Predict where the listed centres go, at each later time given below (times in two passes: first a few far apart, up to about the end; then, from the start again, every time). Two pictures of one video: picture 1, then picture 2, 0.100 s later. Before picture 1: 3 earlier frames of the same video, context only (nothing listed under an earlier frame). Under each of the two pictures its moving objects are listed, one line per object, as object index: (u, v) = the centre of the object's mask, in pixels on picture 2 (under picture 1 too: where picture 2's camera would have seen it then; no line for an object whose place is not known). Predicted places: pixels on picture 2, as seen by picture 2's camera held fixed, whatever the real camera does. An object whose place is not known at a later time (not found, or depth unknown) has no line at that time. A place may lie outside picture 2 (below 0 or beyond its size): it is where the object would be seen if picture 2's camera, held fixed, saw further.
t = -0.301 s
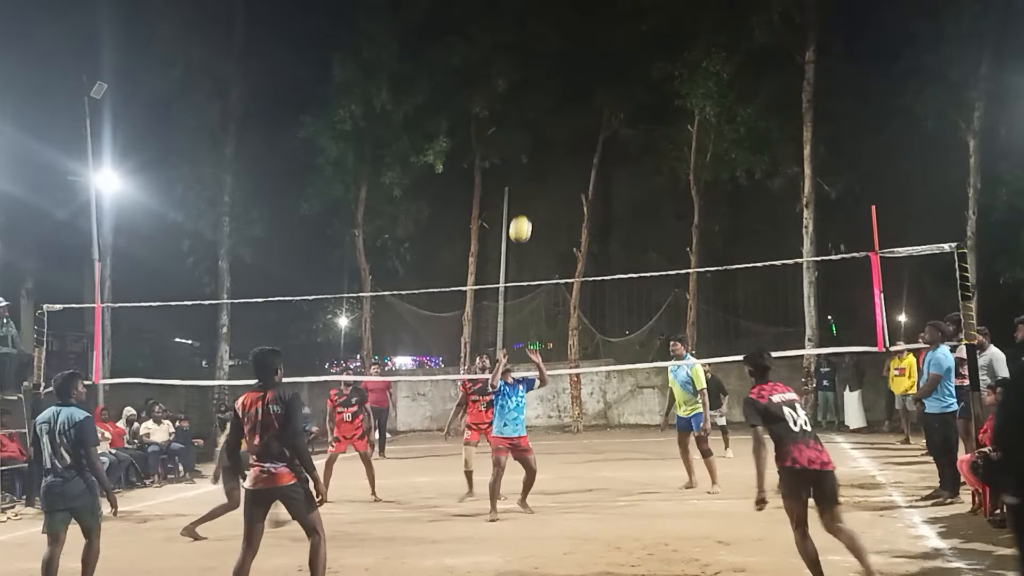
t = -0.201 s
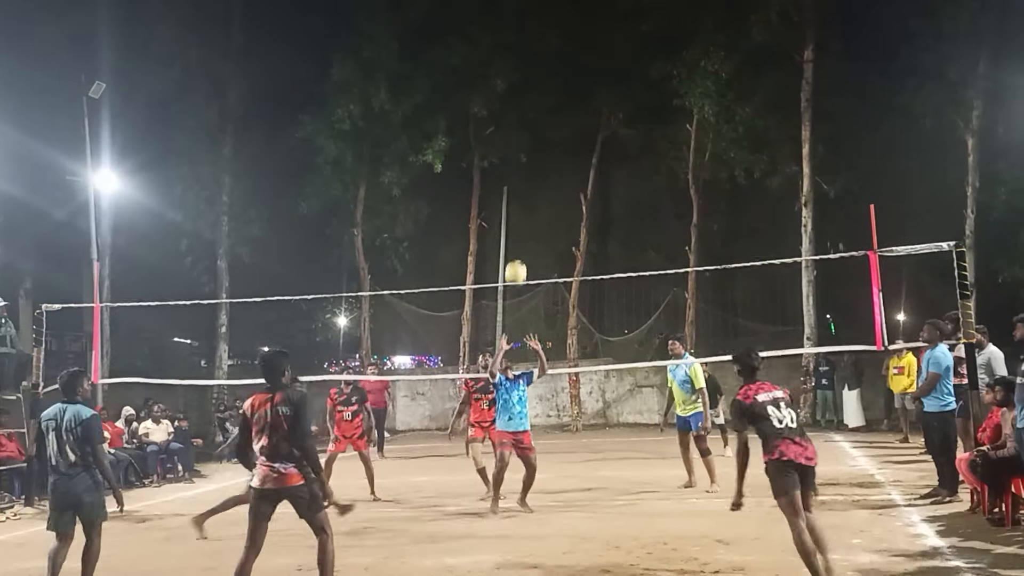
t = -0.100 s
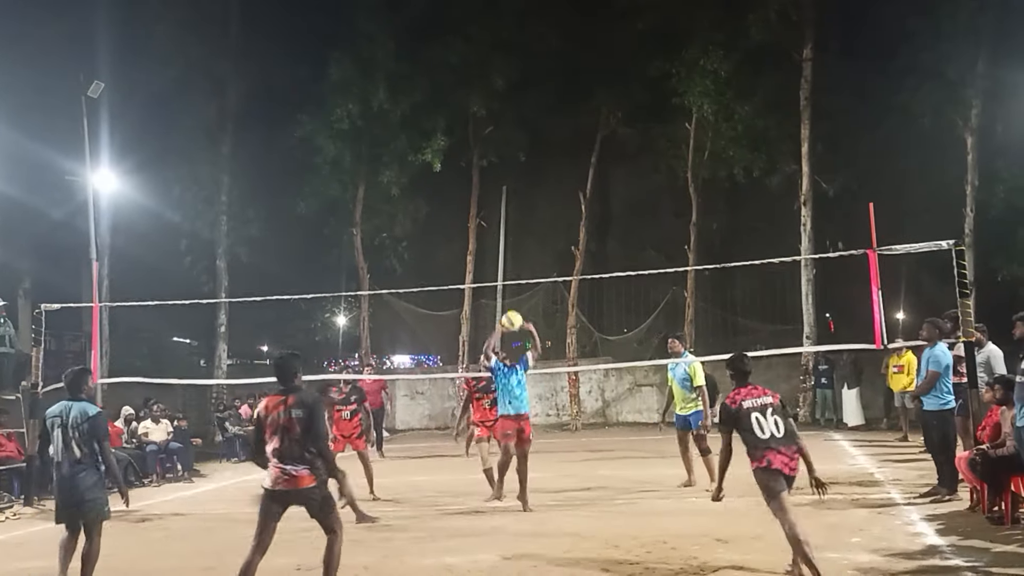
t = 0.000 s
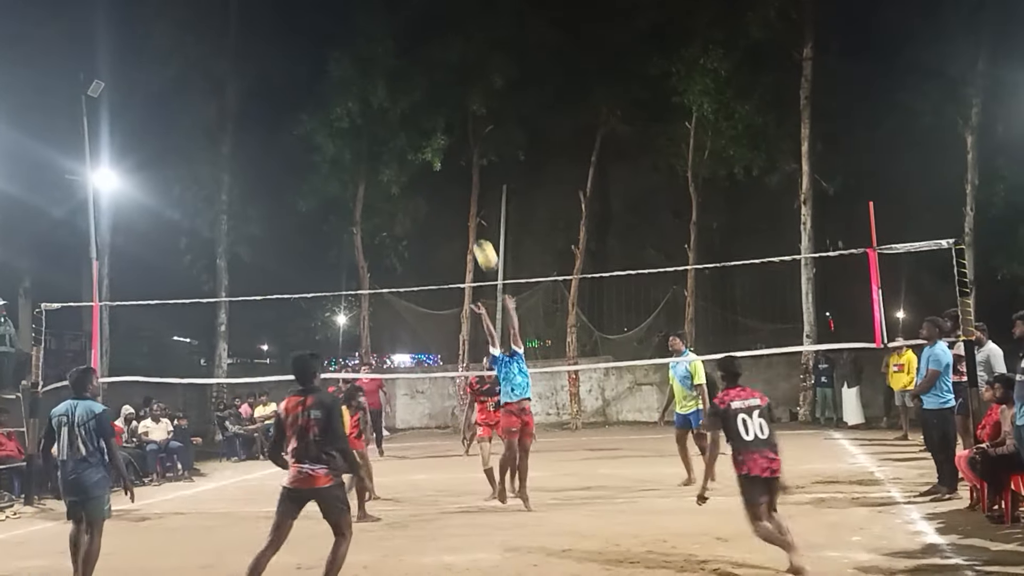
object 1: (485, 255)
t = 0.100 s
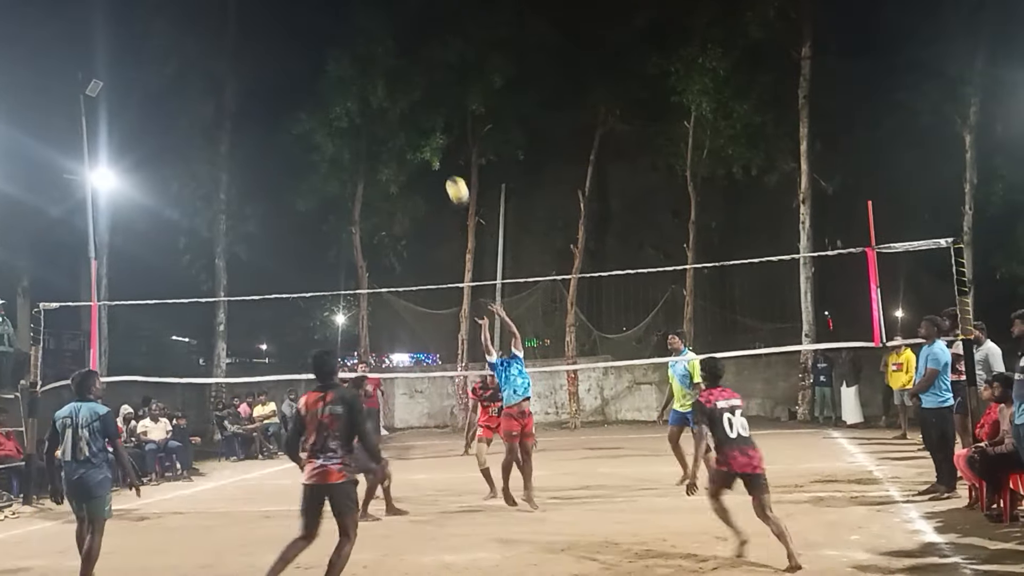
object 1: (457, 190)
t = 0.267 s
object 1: (416, 113)
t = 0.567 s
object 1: (353, 48)
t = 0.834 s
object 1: (306, 57)
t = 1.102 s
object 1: (265, 121)
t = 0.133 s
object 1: (449, 173)
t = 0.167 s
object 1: (440, 156)
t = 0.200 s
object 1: (432, 141)
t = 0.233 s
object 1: (424, 127)
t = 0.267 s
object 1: (416, 113)
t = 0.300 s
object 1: (408, 102)
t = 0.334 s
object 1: (401, 91)
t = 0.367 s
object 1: (393, 81)
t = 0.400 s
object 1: (386, 74)
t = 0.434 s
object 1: (379, 66)
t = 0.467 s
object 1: (372, 60)
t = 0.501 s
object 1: (366, 55)
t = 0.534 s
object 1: (359, 51)
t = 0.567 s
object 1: (353, 48)
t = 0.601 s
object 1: (347, 46)
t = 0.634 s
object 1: (341, 45)
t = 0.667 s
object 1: (334, 45)
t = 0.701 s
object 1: (329, 45)
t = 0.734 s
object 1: (322, 47)
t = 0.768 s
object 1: (317, 49)
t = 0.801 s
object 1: (312, 53)
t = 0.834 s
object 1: (306, 57)
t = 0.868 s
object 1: (300, 63)
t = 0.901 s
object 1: (295, 68)
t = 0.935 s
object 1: (290, 75)
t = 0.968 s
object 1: (284, 83)
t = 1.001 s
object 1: (279, 91)
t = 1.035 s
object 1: (275, 100)
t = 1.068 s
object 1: (270, 110)
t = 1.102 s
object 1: (265, 121)
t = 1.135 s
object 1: (261, 132)
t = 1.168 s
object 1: (256, 145)
